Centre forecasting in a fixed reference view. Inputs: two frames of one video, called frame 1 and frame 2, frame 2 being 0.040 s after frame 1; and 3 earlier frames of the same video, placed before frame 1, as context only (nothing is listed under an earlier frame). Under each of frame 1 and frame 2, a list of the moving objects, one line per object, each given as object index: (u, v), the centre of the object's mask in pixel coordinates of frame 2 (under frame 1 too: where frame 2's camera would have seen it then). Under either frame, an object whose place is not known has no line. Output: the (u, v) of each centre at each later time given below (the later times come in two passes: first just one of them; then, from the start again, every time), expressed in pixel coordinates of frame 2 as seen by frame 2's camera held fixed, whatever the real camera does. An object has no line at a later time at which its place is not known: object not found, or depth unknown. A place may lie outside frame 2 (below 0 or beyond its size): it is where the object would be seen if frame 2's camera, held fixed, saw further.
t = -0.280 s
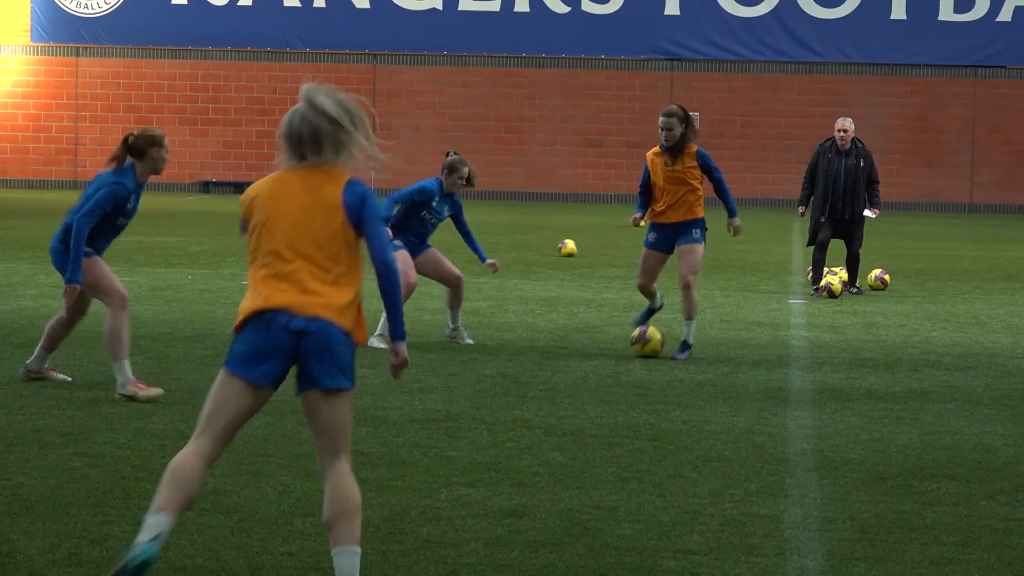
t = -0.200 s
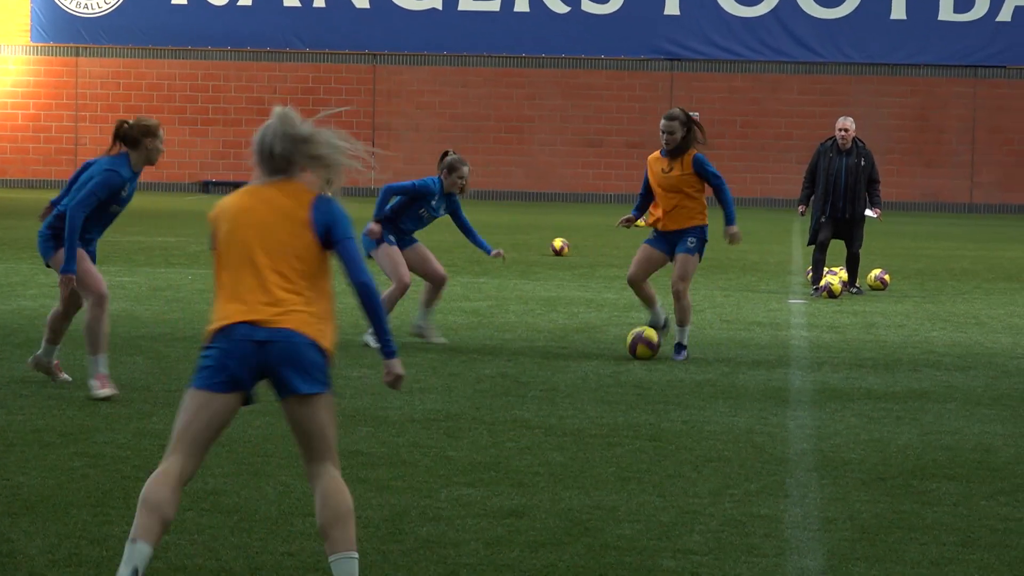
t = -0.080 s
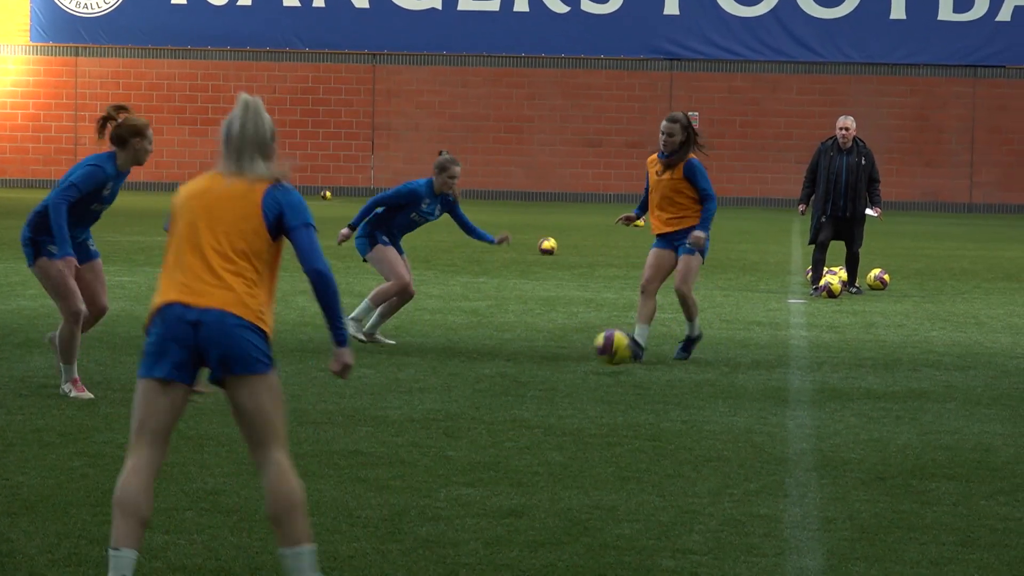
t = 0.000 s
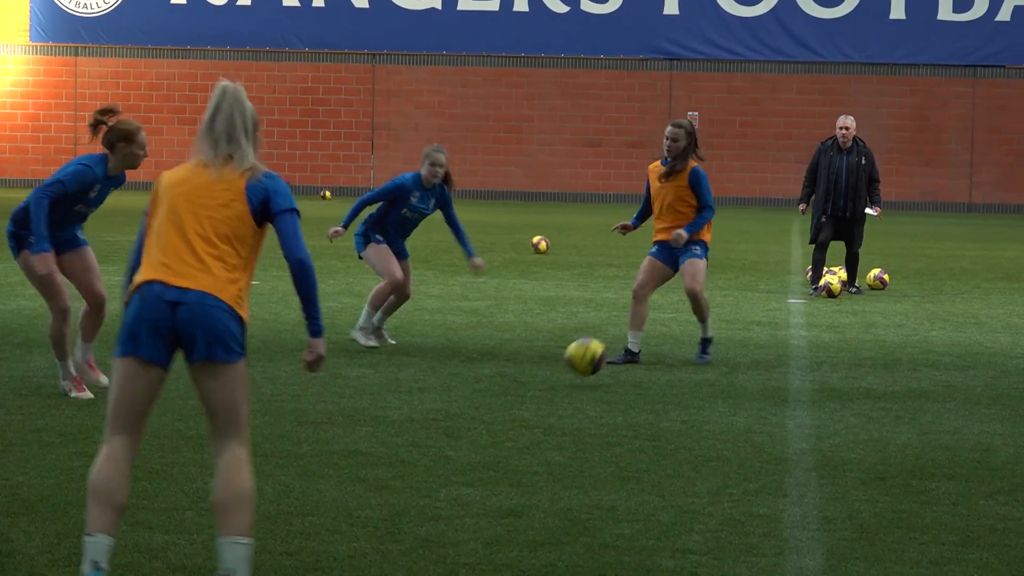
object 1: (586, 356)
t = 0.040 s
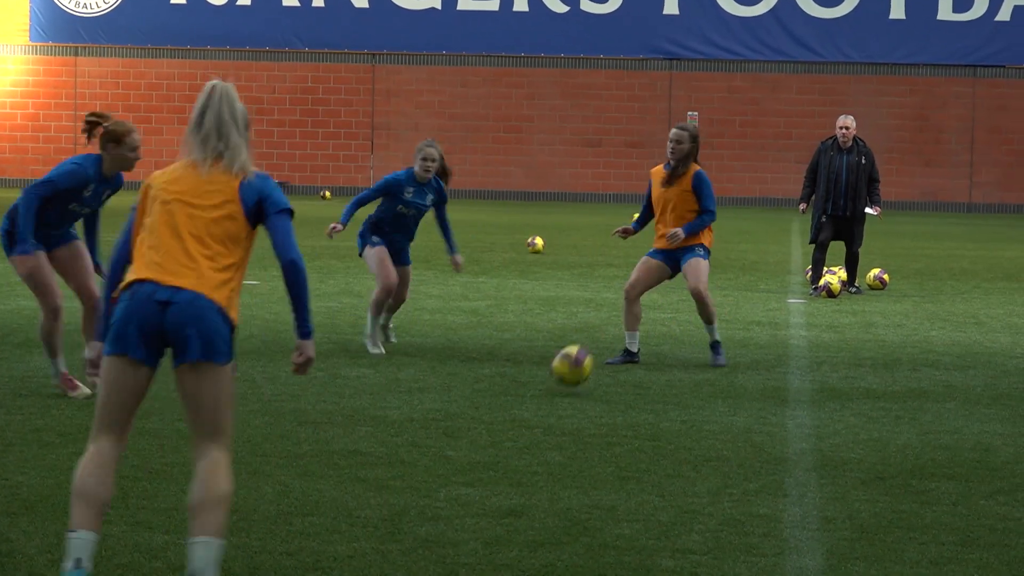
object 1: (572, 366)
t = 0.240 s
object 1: (504, 402)
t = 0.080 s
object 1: (556, 380)
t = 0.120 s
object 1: (543, 389)
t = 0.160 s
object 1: (531, 389)
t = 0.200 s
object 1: (518, 394)
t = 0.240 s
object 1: (504, 402)
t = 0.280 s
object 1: (489, 415)
